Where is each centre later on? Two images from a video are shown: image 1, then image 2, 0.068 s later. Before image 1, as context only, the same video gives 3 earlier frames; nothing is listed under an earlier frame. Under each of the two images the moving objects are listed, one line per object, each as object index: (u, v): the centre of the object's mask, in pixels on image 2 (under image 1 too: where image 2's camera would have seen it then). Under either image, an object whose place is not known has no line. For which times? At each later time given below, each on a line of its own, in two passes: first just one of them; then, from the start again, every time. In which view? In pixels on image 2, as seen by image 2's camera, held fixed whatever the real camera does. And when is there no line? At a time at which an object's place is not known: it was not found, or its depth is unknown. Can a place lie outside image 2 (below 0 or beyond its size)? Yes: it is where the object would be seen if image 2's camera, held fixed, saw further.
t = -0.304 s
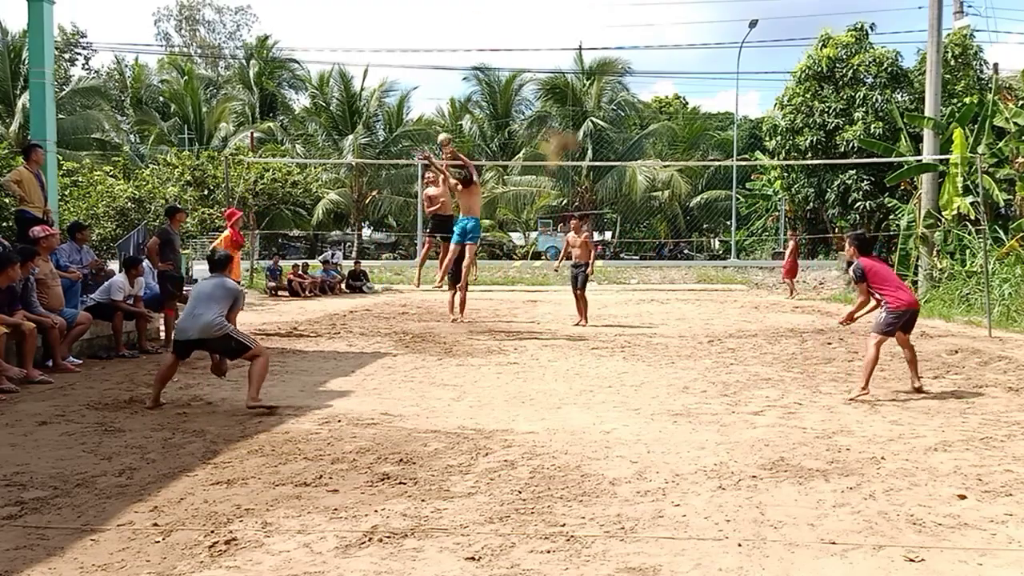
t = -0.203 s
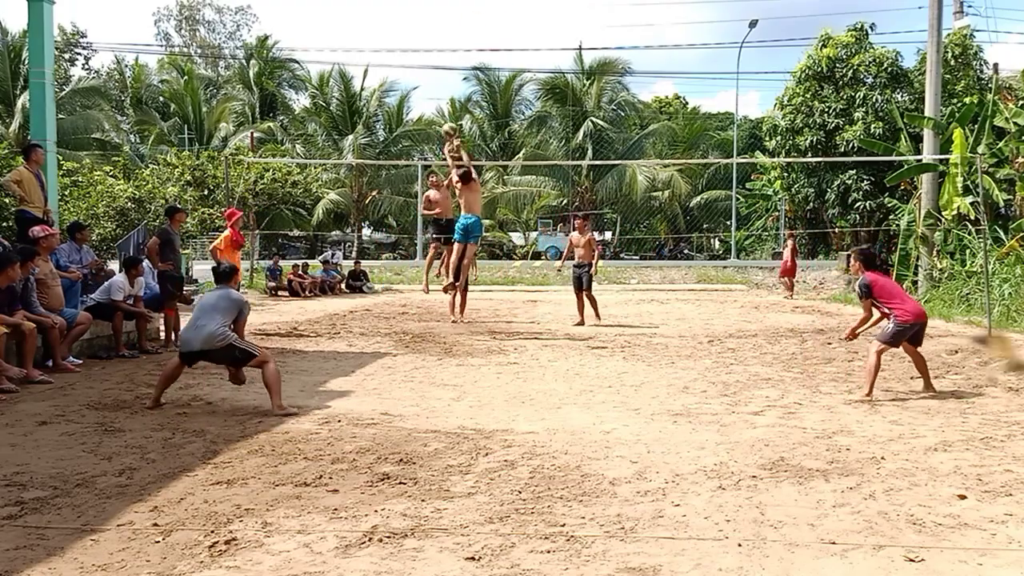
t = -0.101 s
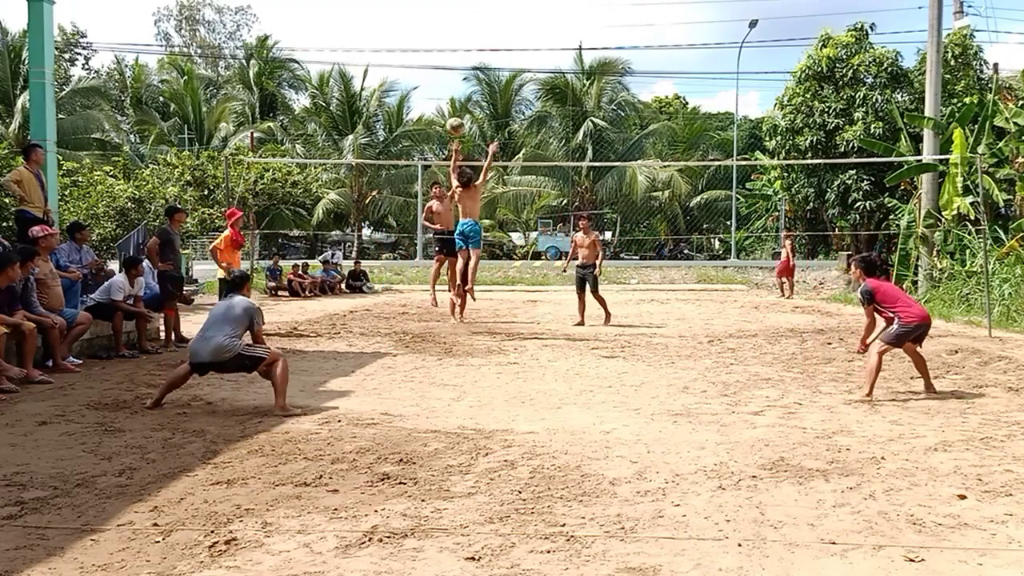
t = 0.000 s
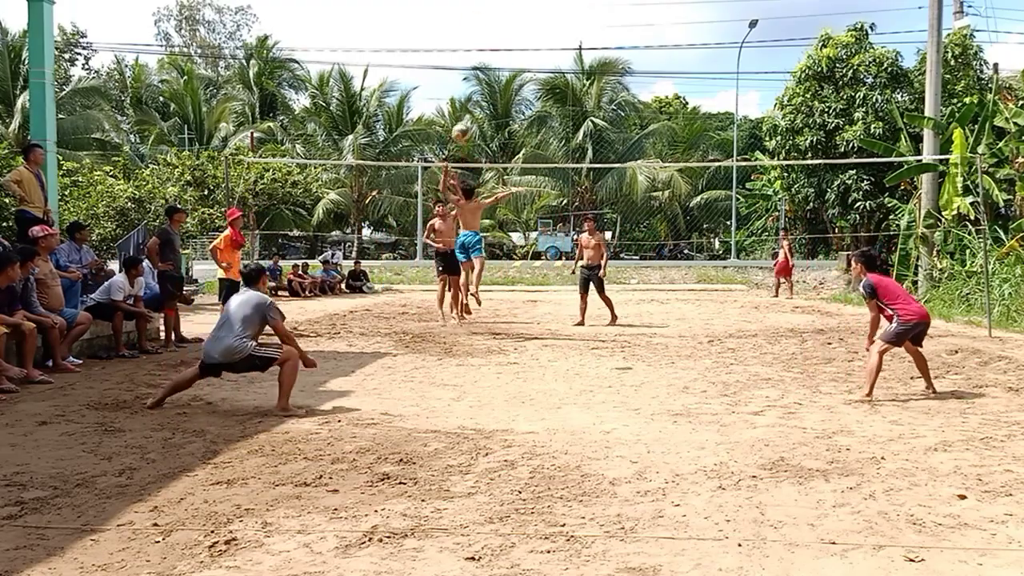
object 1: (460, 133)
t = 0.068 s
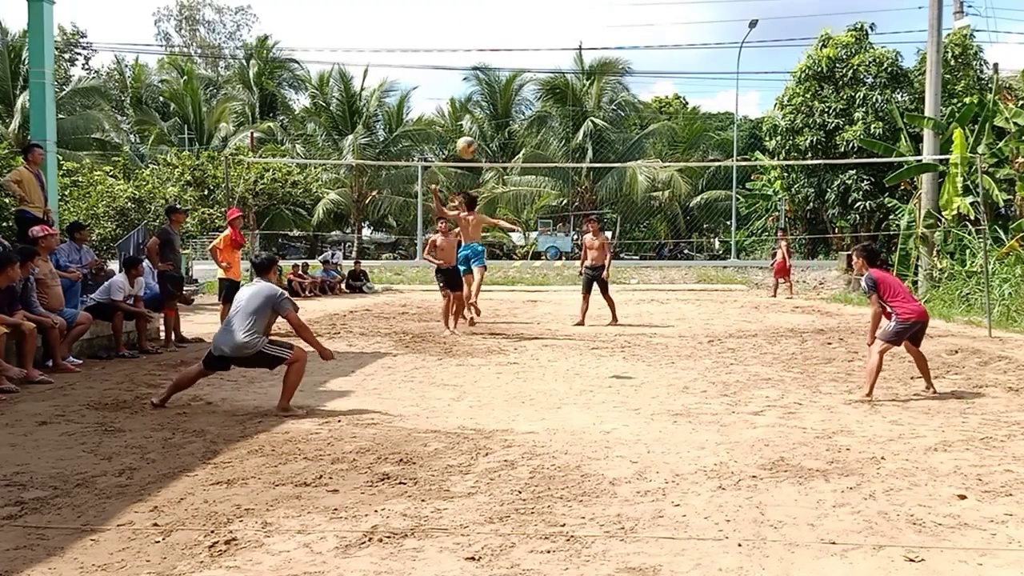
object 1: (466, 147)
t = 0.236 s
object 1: (482, 221)
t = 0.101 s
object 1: (469, 157)
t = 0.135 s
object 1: (471, 168)
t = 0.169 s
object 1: (475, 183)
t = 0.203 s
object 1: (476, 201)
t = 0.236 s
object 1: (482, 221)
